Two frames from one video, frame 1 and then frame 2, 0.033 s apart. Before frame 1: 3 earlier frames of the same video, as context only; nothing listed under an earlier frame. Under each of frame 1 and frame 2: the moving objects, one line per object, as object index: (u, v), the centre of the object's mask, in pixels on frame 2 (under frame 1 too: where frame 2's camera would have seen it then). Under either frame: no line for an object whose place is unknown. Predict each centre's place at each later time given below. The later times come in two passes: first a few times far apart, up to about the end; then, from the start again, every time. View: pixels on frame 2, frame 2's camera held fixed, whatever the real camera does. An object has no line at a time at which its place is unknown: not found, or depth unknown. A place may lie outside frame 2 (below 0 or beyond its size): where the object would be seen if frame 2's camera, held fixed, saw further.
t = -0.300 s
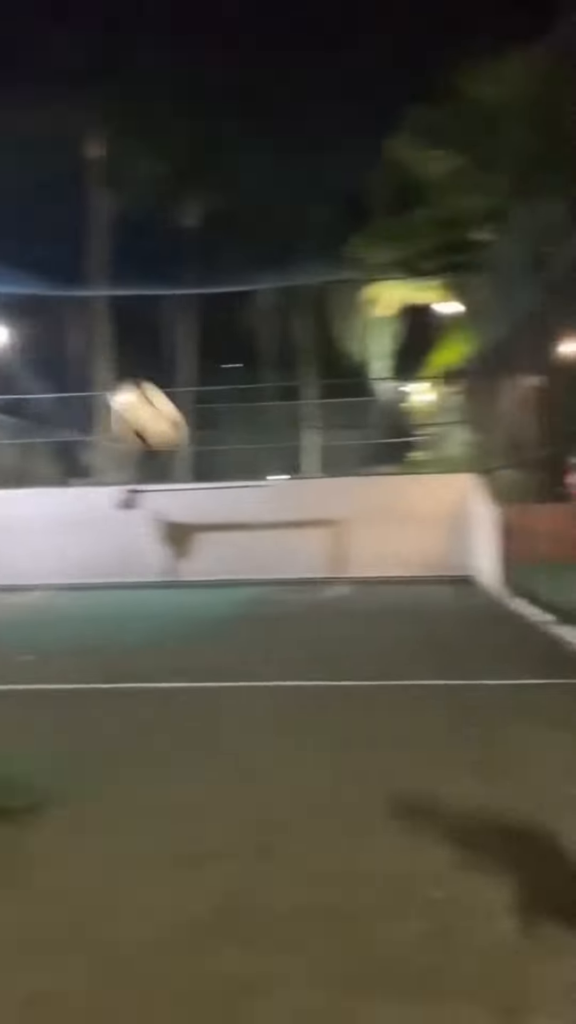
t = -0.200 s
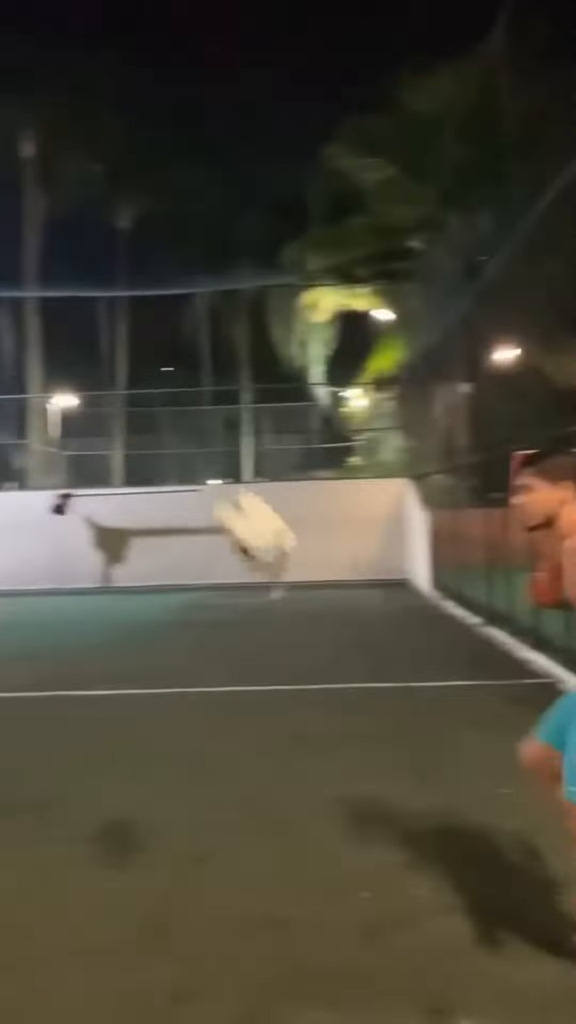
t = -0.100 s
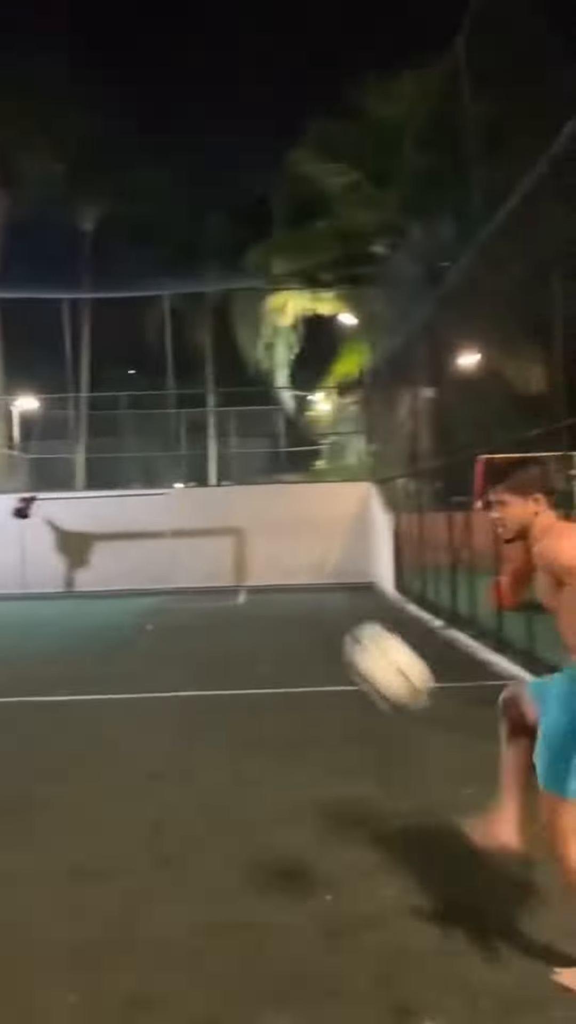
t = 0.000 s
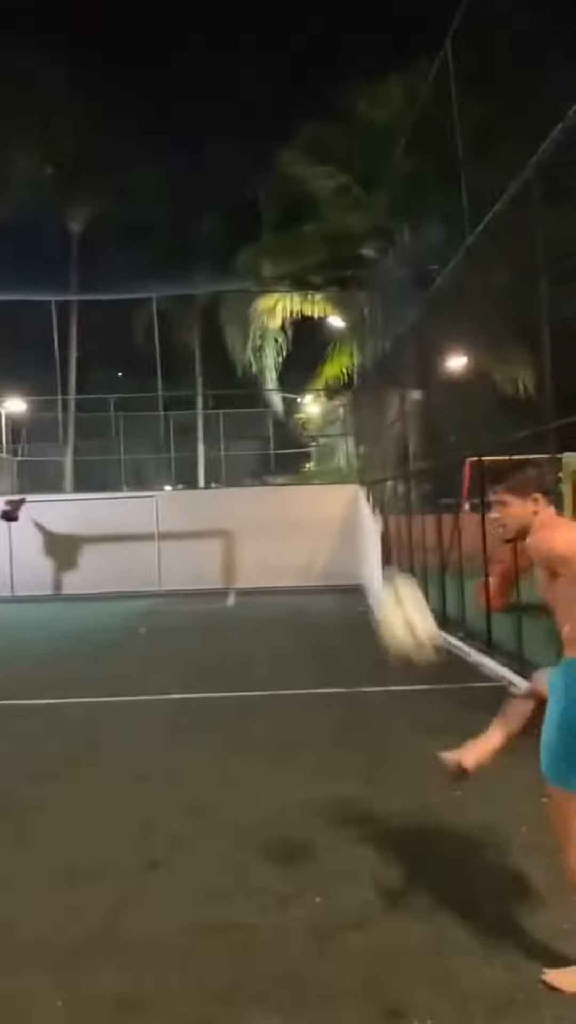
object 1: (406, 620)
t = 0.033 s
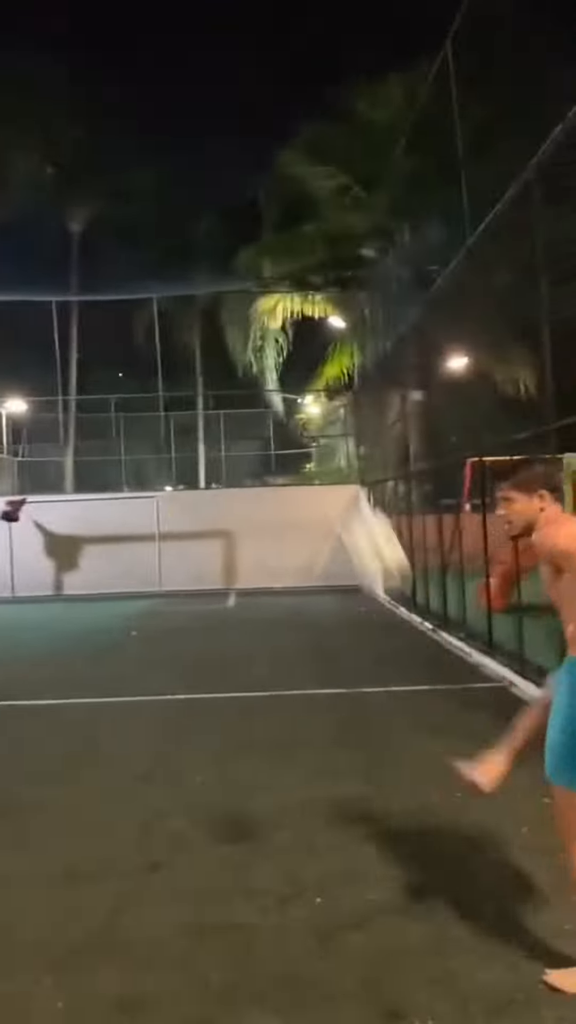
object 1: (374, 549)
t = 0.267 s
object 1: (201, 229)
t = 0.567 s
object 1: (55, 85)
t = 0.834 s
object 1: (-46, 127)
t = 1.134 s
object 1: (-132, 304)
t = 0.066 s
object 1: (345, 488)
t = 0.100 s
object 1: (319, 437)
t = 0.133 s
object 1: (291, 383)
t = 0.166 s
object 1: (265, 339)
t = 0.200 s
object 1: (241, 293)
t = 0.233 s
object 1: (221, 259)
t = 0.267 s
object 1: (201, 229)
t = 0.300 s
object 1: (180, 201)
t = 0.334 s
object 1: (162, 176)
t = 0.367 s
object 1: (144, 155)
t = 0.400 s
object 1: (128, 136)
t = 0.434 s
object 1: (112, 120)
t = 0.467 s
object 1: (98, 108)
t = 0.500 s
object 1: (83, 97)
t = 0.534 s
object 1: (68, 90)
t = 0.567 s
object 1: (55, 85)
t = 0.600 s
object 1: (41, 82)
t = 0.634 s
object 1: (27, 83)
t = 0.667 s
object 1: (14, 85)
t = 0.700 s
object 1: (1, 89)
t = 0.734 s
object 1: (-11, 96)
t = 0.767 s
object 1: (-23, 104)
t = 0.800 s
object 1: (-35, 115)
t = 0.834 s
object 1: (-46, 127)
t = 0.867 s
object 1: (-57, 141)
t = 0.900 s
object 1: (-68, 156)
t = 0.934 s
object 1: (-79, 174)
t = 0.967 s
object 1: (-89, 192)
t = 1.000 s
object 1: (-99, 212)
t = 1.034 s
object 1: (-109, 234)
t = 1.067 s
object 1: (-118, 255)
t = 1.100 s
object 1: (-127, 279)
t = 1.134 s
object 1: (-132, 304)
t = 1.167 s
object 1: (-142, 331)
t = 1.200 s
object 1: (-153, 360)
